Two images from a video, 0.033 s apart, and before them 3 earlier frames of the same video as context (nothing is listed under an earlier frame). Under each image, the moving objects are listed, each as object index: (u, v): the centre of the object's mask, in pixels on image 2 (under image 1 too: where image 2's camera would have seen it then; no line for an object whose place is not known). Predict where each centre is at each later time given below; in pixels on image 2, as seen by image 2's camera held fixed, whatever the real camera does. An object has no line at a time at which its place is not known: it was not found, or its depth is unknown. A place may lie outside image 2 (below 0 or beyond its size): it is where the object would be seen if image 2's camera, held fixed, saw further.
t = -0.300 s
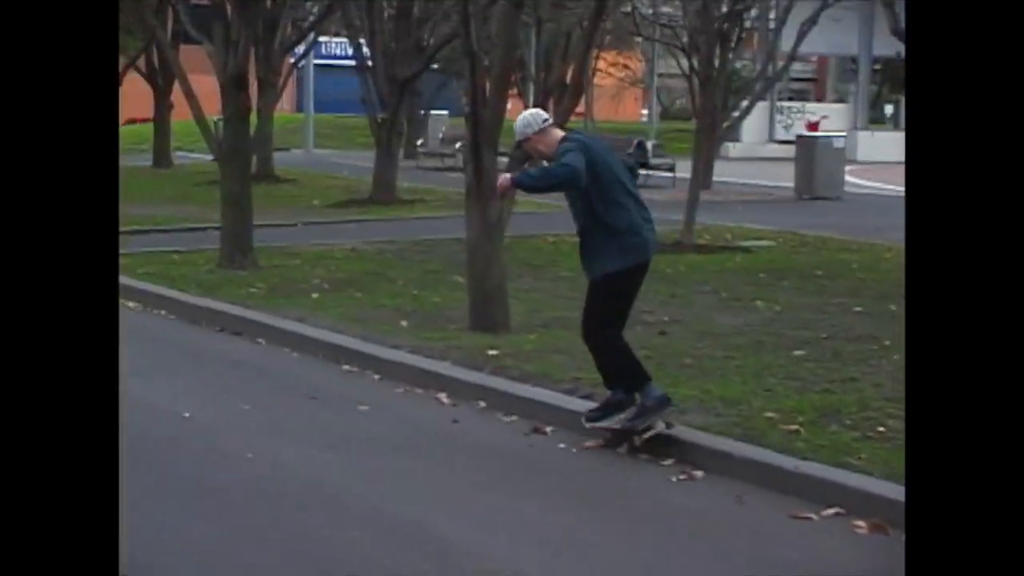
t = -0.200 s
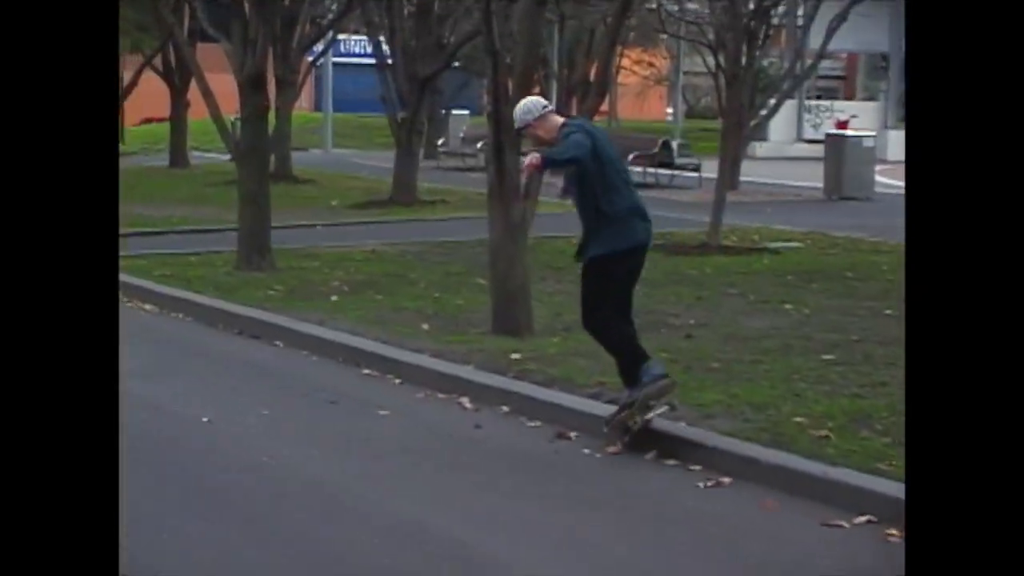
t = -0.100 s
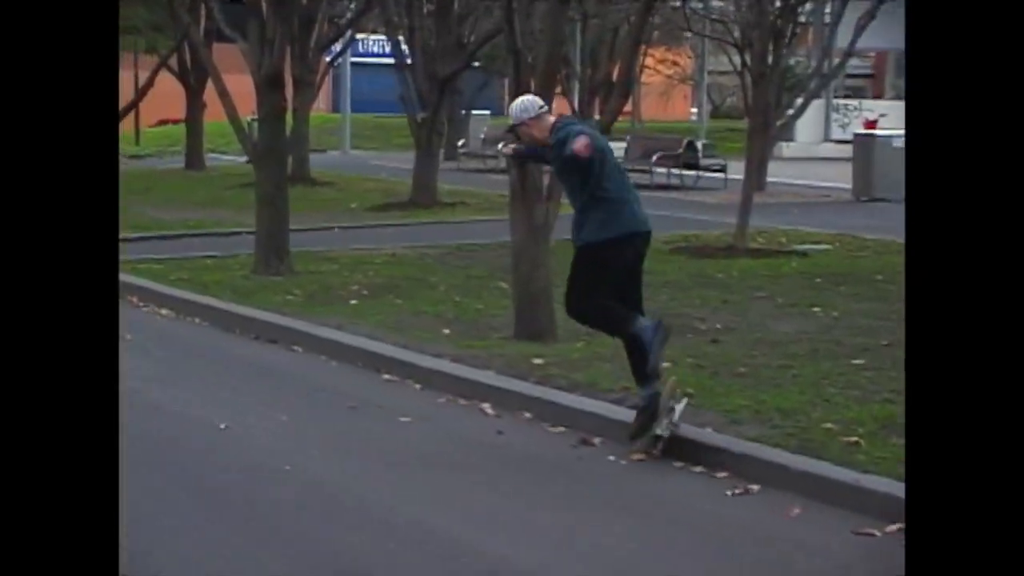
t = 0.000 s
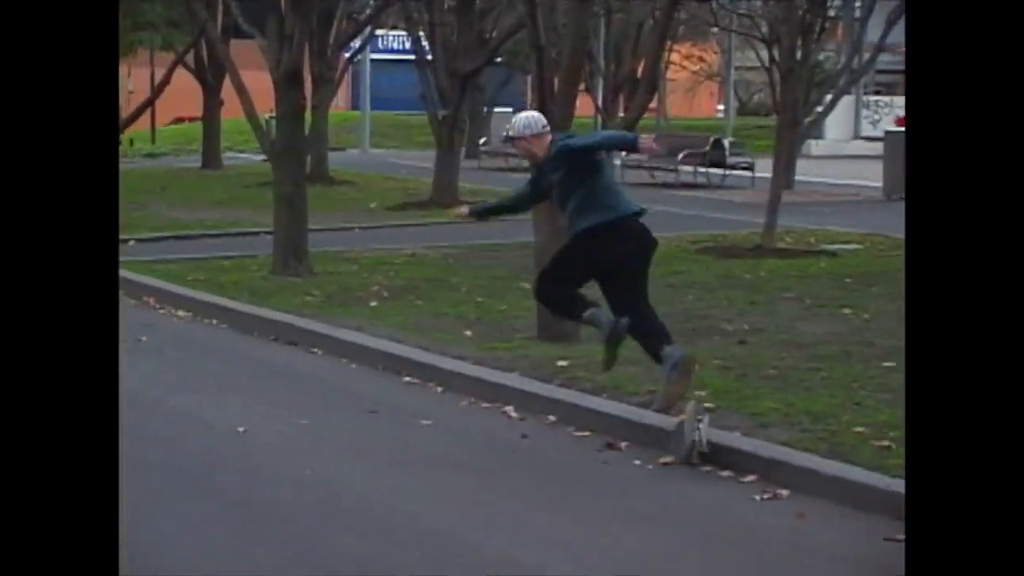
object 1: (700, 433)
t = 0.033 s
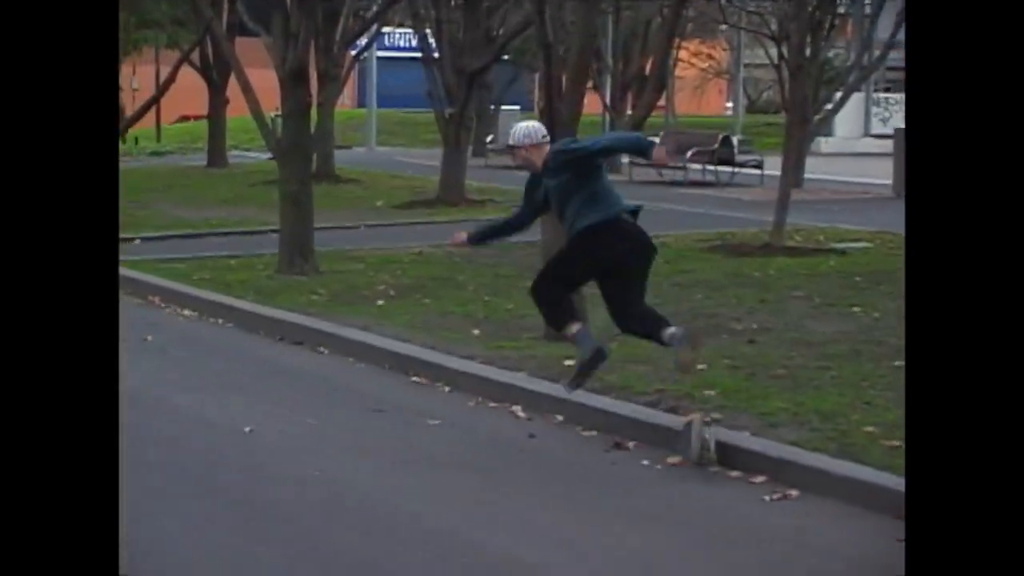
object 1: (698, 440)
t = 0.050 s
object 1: (700, 440)
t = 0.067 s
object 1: (703, 444)
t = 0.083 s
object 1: (702, 448)
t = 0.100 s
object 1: (699, 449)
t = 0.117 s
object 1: (697, 448)
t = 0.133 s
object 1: (695, 449)
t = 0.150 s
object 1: (694, 449)
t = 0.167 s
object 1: (692, 450)
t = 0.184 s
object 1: (690, 451)
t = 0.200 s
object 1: (688, 451)
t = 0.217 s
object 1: (686, 451)
